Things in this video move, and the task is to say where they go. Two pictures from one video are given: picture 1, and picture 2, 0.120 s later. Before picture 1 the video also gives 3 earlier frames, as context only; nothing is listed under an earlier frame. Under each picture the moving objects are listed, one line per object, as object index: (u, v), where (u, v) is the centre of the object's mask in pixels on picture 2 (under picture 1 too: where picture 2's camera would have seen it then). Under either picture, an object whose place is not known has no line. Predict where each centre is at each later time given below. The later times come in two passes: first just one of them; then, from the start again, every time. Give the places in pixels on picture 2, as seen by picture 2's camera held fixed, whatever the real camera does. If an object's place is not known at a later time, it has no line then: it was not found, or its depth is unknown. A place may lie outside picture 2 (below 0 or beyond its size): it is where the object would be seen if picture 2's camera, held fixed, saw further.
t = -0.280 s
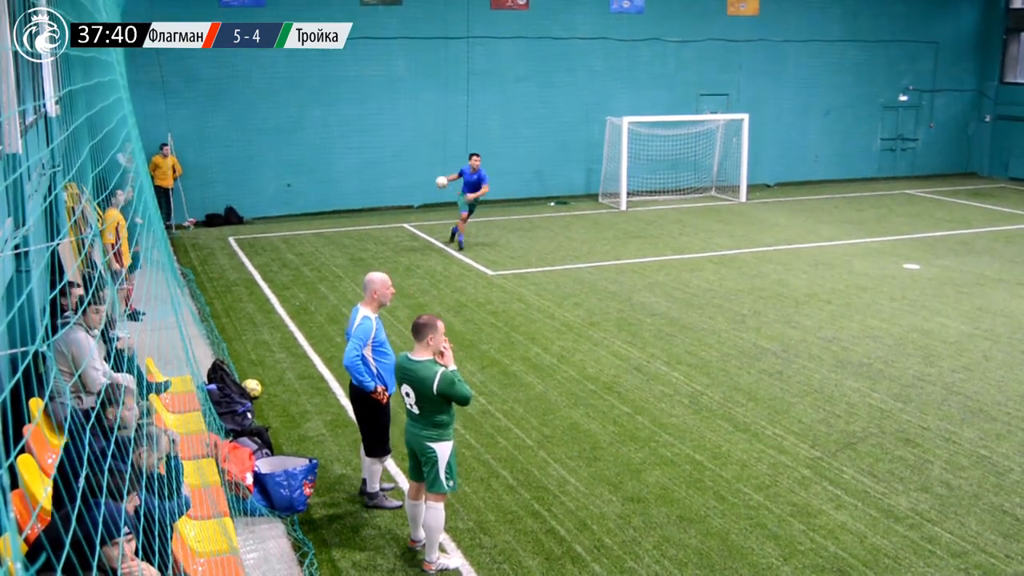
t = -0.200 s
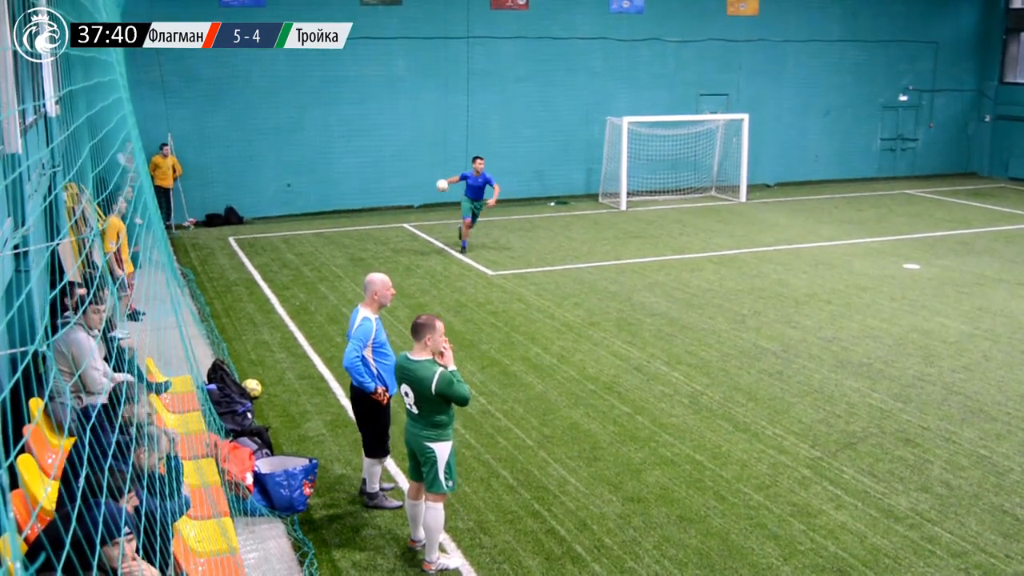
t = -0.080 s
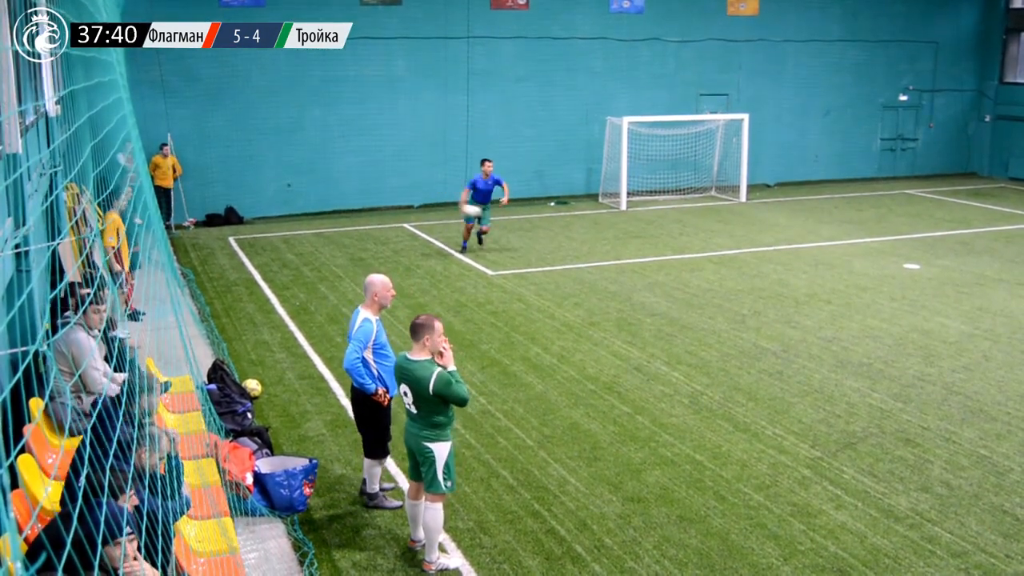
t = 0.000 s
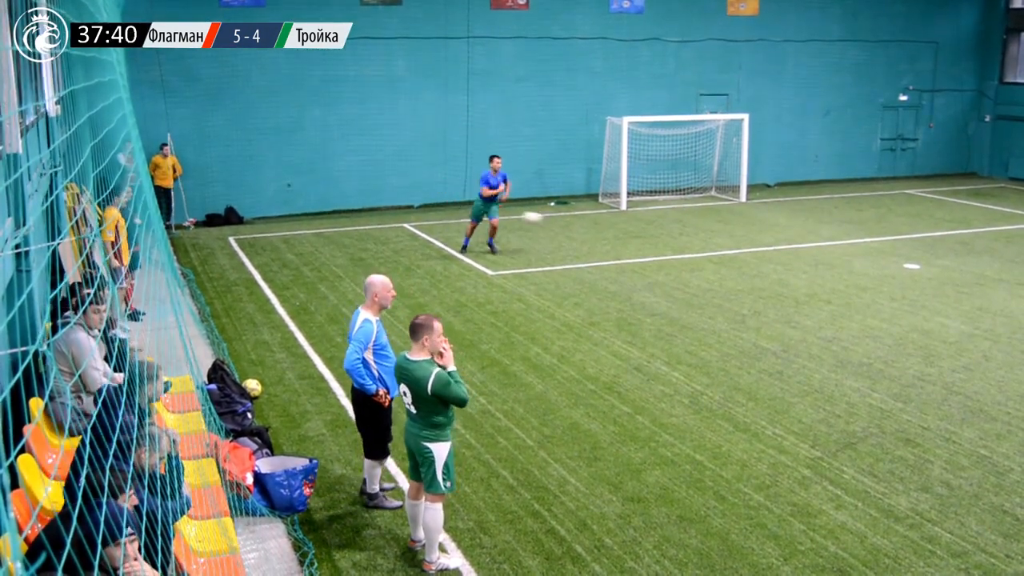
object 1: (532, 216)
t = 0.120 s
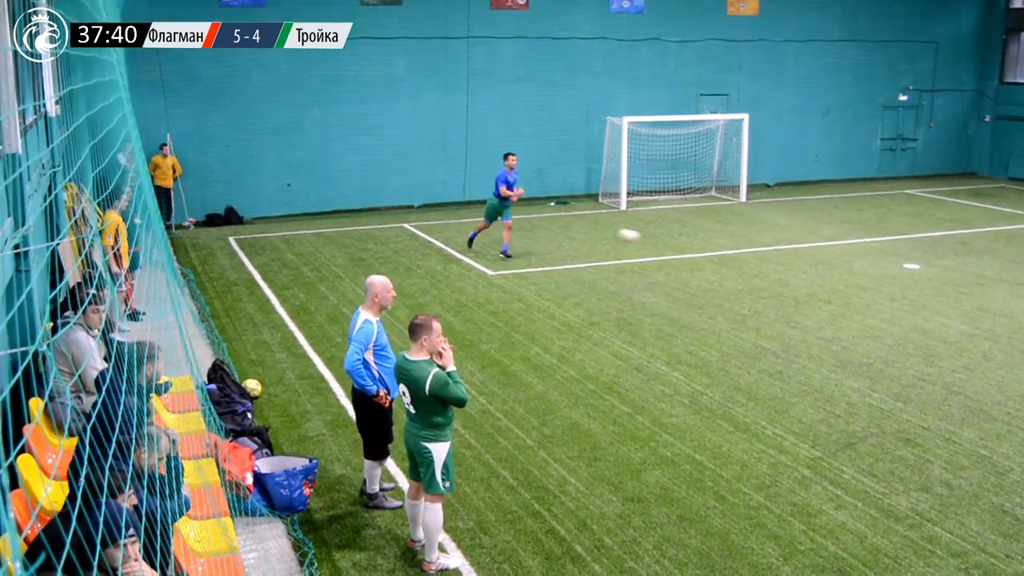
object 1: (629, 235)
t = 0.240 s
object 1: (730, 263)
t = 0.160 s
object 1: (662, 243)
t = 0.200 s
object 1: (695, 252)
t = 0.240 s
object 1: (730, 263)
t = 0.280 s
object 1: (764, 275)
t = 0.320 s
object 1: (788, 273)
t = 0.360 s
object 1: (813, 270)
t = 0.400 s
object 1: (837, 270)
